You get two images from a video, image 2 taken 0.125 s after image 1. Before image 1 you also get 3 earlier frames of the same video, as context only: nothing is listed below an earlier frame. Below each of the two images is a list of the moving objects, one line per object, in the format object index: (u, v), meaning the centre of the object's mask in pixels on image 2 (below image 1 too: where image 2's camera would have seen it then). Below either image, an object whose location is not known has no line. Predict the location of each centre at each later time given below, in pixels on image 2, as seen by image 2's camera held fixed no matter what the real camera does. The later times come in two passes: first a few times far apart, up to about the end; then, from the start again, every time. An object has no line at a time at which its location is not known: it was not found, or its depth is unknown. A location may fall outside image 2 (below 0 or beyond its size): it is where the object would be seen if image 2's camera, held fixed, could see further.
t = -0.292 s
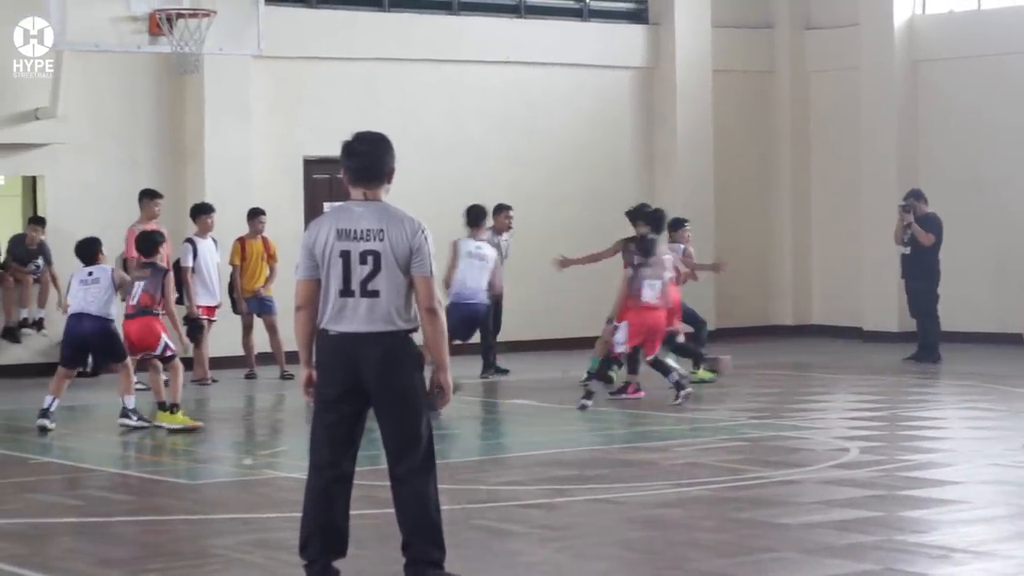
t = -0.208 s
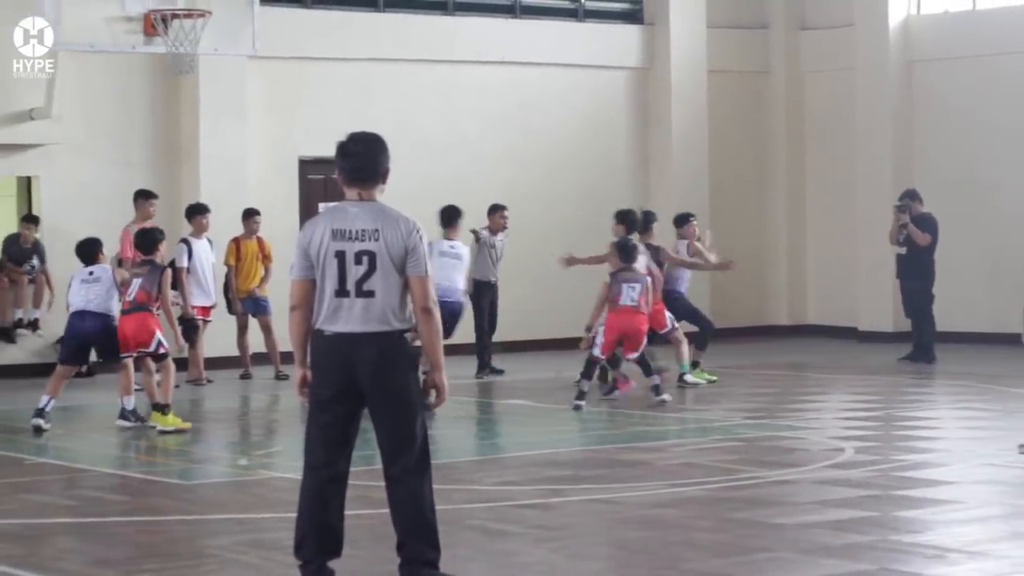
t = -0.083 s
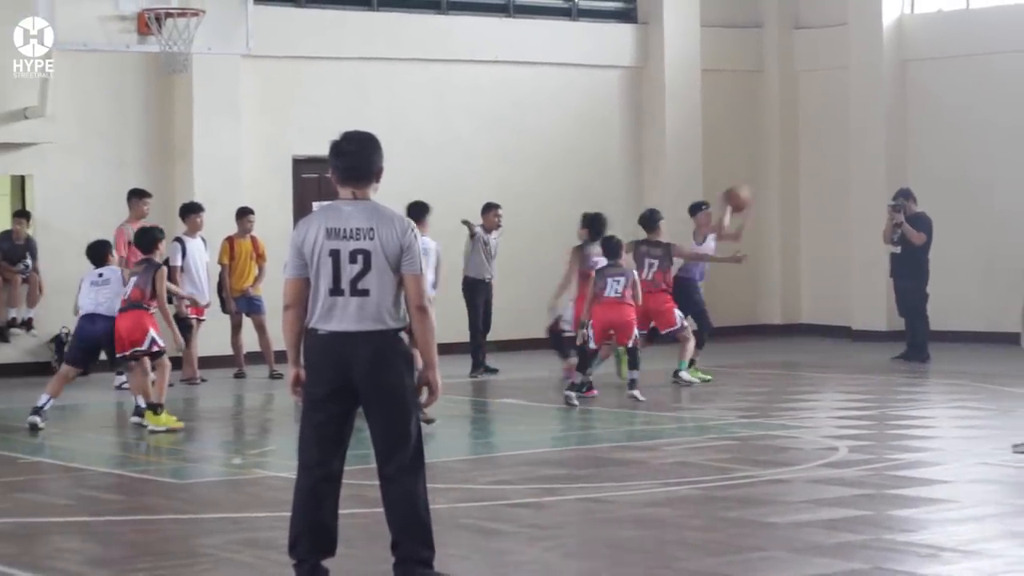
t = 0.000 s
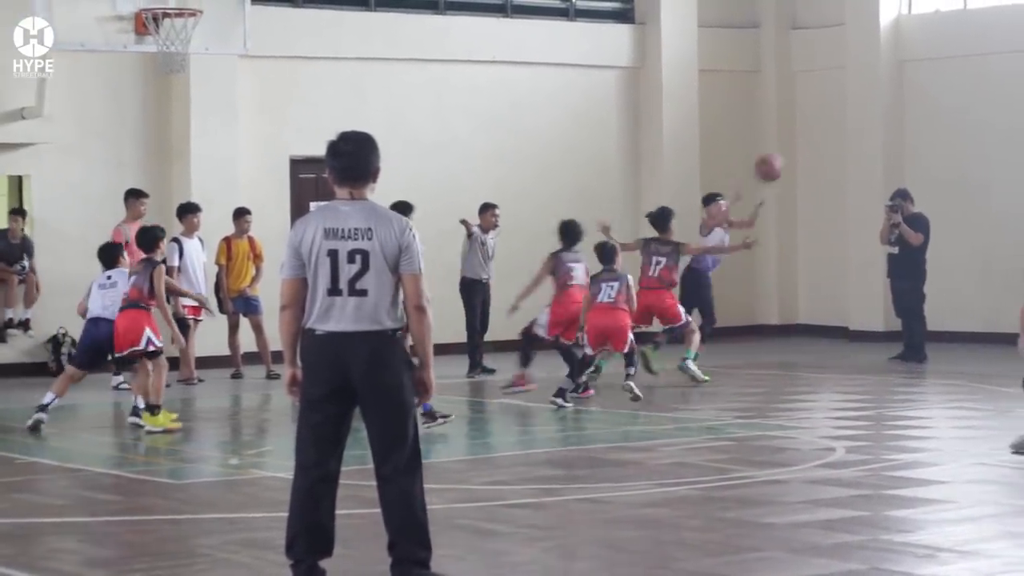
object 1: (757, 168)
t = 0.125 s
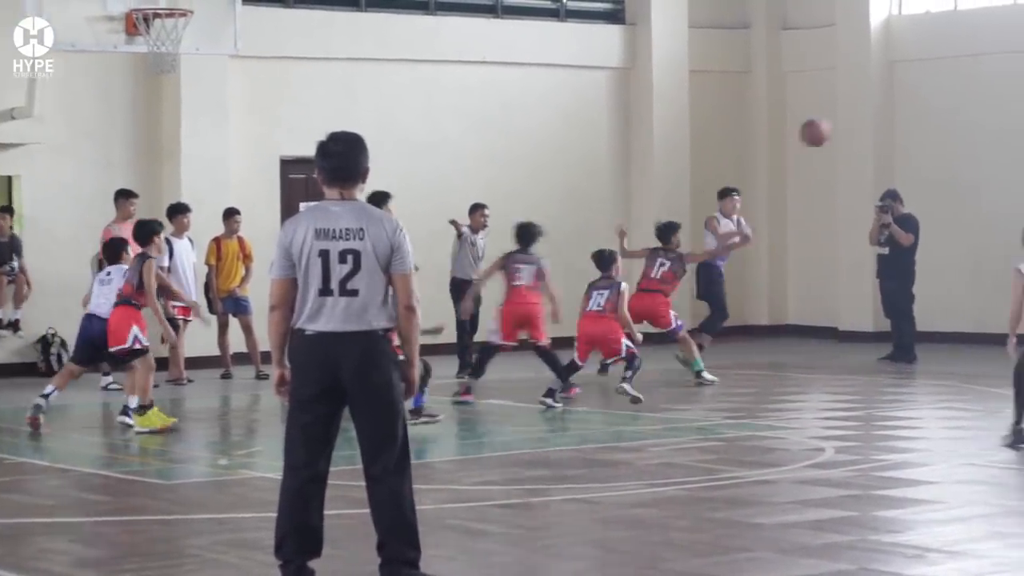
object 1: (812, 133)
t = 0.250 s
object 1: (874, 112)
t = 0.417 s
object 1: (963, 111)
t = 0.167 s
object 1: (833, 124)
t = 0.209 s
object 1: (852, 117)
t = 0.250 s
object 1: (874, 112)
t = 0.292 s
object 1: (895, 109)
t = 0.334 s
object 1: (917, 107)
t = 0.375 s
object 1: (940, 108)
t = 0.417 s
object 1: (963, 111)
